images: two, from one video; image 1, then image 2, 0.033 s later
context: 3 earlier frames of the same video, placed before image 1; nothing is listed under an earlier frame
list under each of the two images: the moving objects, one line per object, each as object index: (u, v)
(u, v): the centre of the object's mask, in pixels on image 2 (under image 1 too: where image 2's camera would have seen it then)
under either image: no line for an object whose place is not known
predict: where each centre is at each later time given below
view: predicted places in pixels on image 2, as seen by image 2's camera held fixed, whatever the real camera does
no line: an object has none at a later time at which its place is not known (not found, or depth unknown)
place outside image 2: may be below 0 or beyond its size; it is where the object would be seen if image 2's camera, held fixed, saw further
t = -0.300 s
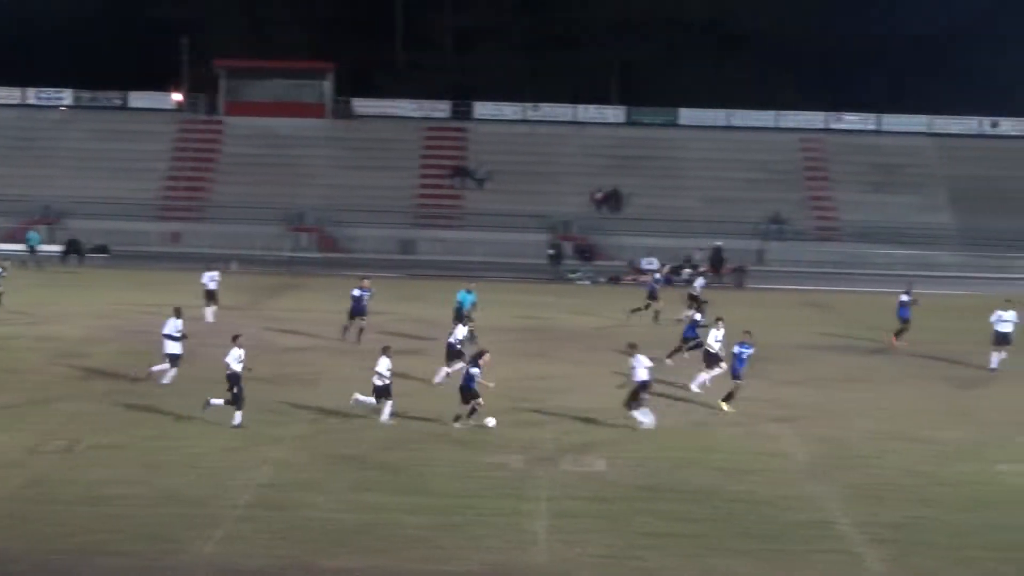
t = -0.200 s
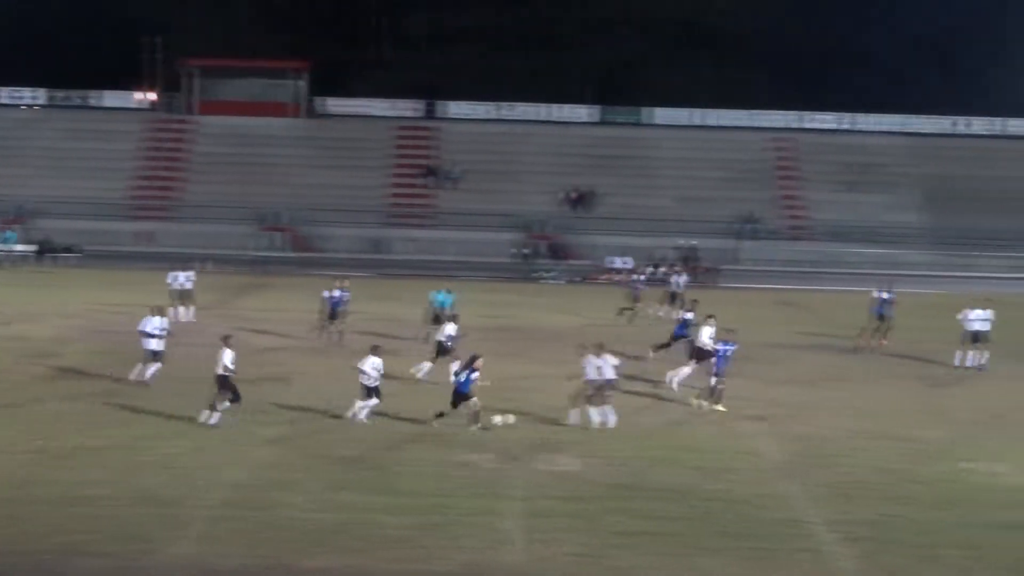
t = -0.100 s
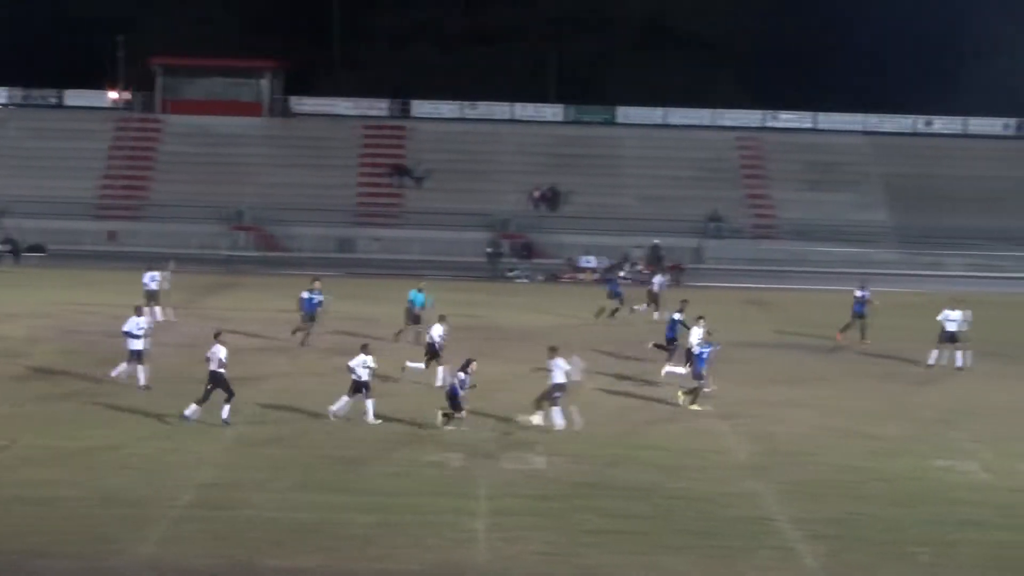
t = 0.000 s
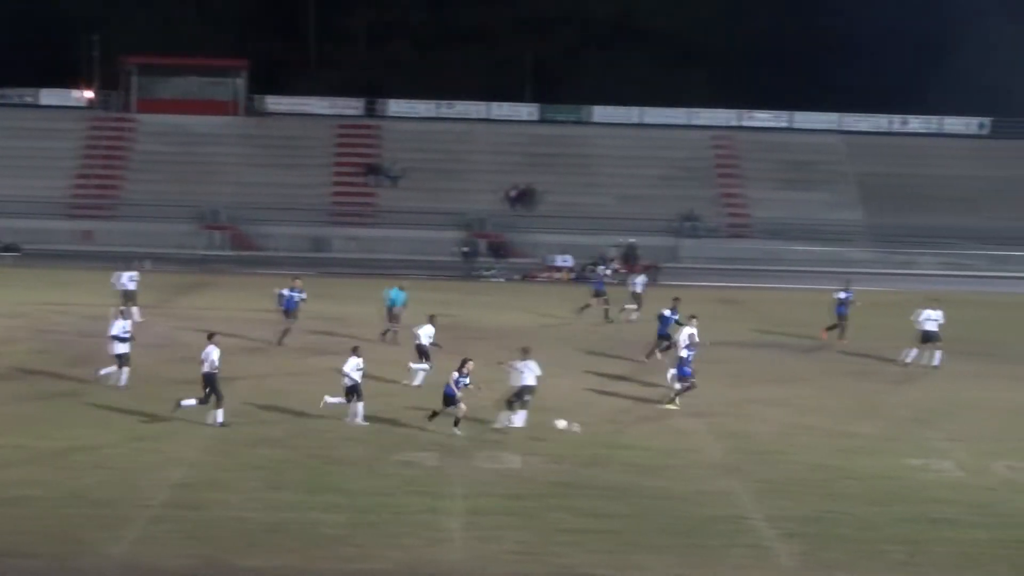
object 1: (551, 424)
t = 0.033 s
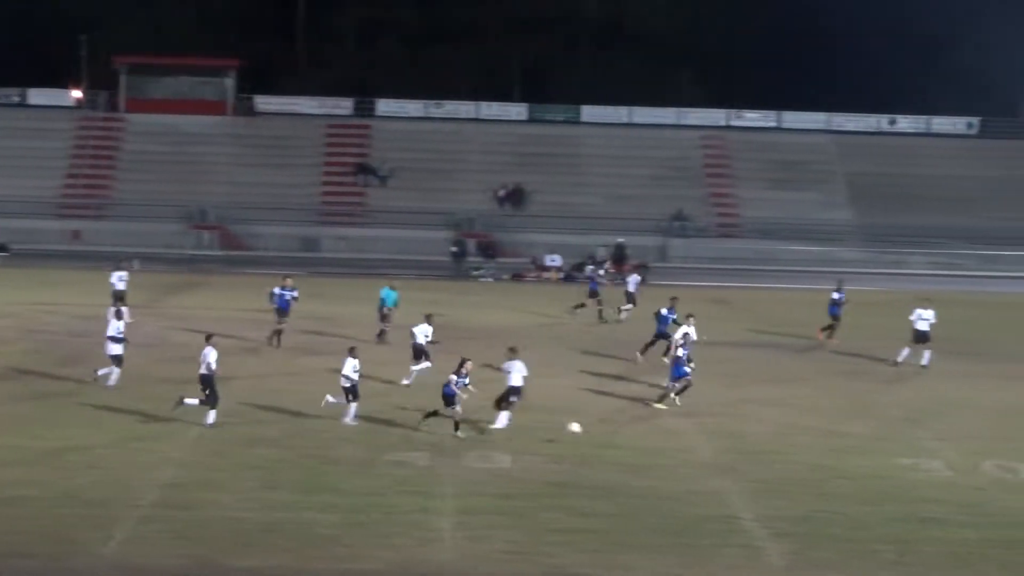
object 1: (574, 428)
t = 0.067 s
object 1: (593, 430)
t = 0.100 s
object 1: (613, 436)
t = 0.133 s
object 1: (634, 441)
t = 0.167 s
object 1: (650, 445)
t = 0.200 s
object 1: (674, 452)
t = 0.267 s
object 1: (709, 452)
